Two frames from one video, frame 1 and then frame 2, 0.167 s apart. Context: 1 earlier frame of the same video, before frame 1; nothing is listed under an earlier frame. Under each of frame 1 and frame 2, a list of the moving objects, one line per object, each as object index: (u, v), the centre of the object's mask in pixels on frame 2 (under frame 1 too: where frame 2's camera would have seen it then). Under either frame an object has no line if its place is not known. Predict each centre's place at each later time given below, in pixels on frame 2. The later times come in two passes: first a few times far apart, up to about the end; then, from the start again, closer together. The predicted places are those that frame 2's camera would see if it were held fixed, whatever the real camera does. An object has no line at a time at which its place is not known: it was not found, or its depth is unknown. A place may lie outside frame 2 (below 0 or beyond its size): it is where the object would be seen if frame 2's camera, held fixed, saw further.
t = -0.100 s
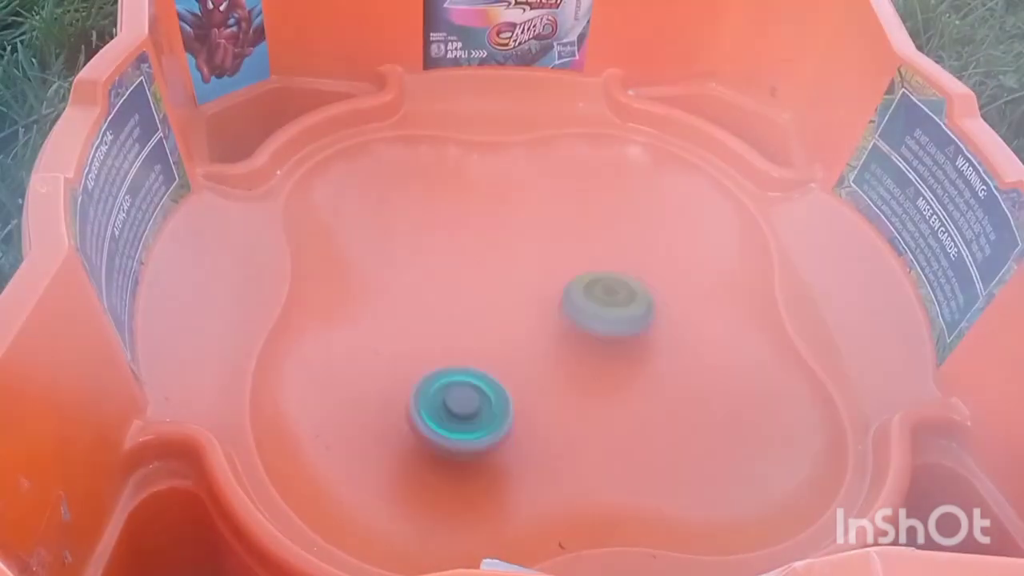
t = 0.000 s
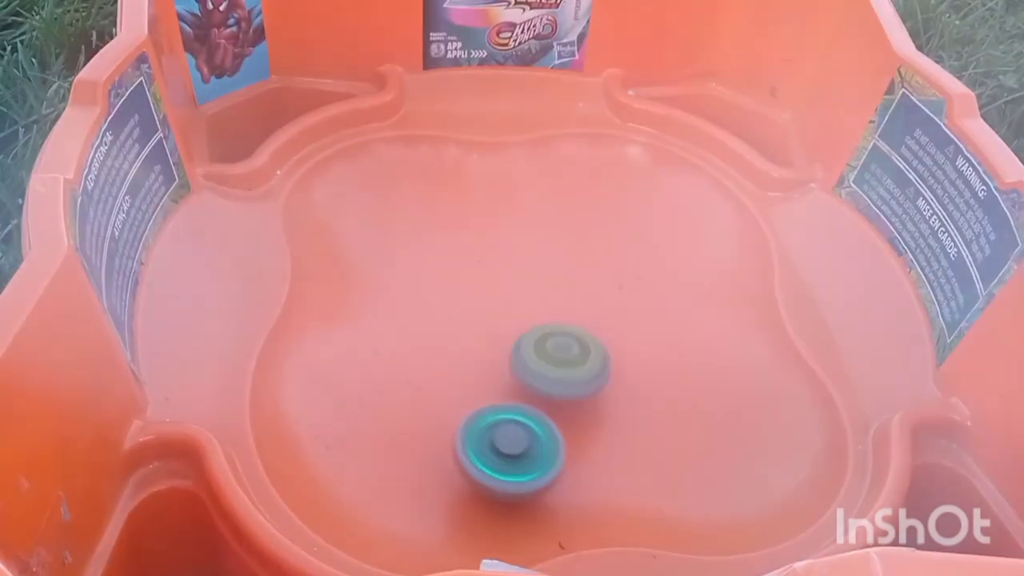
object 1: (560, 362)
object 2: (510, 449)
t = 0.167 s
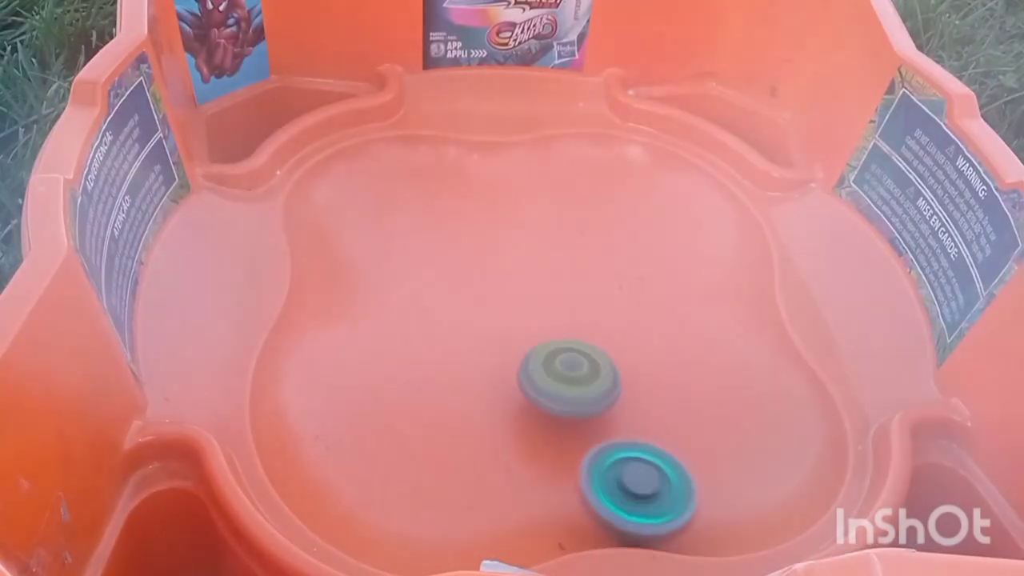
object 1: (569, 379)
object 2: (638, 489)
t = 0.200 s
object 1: (576, 380)
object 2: (661, 480)
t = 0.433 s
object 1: (618, 430)
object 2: (649, 277)
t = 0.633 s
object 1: (537, 440)
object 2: (381, 185)
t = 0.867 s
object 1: (502, 476)
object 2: (423, 314)
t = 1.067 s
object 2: (441, 347)
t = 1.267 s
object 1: (417, 447)
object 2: (387, 237)
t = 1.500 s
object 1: (495, 292)
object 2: (380, 260)
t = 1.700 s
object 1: (637, 273)
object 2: (459, 289)
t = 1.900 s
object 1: (696, 405)
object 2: (484, 257)
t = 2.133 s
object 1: (508, 454)
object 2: (390, 218)
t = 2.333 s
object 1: (404, 437)
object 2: (410, 287)
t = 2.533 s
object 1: (393, 498)
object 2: (514, 233)
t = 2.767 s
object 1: (412, 327)
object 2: (438, 216)
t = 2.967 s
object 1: (532, 327)
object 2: (407, 332)
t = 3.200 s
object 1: (616, 449)
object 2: (727, 495)
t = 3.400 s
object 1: (464, 499)
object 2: (663, 334)
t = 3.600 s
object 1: (362, 382)
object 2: (390, 227)
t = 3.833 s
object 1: (547, 320)
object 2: (427, 310)
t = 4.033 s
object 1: (800, 219)
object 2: (337, 475)
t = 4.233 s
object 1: (777, 452)
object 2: (511, 472)
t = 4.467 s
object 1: (321, 422)
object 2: (556, 241)
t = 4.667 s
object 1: (435, 261)
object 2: (400, 184)
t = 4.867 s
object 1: (650, 226)
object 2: (399, 351)
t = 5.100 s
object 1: (663, 402)
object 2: (718, 473)
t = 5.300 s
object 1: (518, 424)
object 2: (709, 382)
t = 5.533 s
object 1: (314, 353)
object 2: (535, 310)
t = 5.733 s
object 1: (418, 460)
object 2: (516, 299)
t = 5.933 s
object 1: (481, 474)
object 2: (508, 376)
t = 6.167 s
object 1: (382, 456)
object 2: (659, 436)
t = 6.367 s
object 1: (413, 405)
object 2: (678, 374)
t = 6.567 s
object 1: (439, 435)
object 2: (530, 332)
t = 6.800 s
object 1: (412, 468)
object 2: (493, 388)
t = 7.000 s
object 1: (419, 454)
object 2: (564, 434)
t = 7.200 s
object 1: (464, 458)
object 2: (665, 425)
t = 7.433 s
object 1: (475, 480)
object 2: (582, 362)
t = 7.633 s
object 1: (463, 486)
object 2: (460, 373)
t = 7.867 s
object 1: (417, 511)
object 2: (351, 362)
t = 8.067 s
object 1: (464, 499)
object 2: (400, 358)
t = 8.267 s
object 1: (477, 504)
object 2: (454, 274)
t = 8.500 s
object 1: (478, 427)
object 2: (375, 176)
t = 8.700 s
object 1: (530, 369)
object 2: (442, 322)
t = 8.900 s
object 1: (845, 470)
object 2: (384, 320)
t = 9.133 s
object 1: (552, 496)
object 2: (473, 302)
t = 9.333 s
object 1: (391, 410)
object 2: (396, 154)
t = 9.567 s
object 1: (568, 253)
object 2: (347, 239)
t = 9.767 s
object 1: (818, 217)
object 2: (471, 296)
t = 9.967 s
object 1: (856, 275)
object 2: (535, 338)
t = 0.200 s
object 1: (576, 380)
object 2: (661, 480)
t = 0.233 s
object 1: (585, 384)
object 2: (688, 459)
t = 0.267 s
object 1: (595, 390)
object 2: (710, 427)
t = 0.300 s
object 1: (604, 397)
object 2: (722, 393)
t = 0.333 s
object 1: (612, 405)
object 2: (720, 357)
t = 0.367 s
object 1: (617, 414)
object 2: (705, 328)
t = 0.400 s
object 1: (619, 423)
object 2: (681, 304)
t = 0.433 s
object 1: (618, 430)
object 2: (649, 277)
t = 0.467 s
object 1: (611, 435)
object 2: (613, 250)
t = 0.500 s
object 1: (602, 438)
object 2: (572, 225)
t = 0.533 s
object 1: (588, 439)
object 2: (530, 203)
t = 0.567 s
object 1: (572, 439)
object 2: (485, 189)
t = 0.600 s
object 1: (554, 440)
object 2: (436, 184)
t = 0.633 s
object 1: (537, 440)
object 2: (381, 185)
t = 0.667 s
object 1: (520, 442)
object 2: (336, 189)
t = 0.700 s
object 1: (503, 443)
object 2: (316, 205)
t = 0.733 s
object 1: (485, 444)
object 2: (334, 224)
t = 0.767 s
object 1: (470, 442)
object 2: (361, 265)
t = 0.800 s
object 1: (458, 437)
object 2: (389, 330)
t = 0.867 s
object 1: (502, 476)
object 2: (423, 314)
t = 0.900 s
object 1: (529, 501)
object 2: (430, 305)
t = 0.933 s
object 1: (531, 484)
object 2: (435, 314)
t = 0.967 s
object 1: (530, 487)
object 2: (440, 347)
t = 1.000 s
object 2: (446, 381)
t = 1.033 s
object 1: (514, 476)
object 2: (456, 371)
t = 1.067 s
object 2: (441, 347)
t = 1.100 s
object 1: (527, 498)
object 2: (429, 316)
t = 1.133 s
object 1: (516, 496)
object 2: (420, 293)
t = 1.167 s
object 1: (497, 499)
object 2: (412, 274)
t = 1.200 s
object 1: (466, 488)
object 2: (403, 259)
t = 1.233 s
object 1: (437, 471)
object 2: (395, 247)
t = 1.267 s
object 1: (417, 447)
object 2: (387, 237)
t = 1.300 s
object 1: (405, 421)
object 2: (380, 233)
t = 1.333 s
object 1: (402, 393)
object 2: (373, 232)
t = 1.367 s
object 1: (408, 364)
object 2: (370, 237)
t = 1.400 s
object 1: (420, 337)
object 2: (371, 248)
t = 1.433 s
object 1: (442, 316)
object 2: (376, 253)
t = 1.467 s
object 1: (470, 305)
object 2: (374, 255)
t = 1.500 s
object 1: (495, 292)
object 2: (380, 260)
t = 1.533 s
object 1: (519, 282)
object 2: (391, 267)
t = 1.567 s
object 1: (544, 275)
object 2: (404, 274)
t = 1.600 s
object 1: (570, 269)
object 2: (418, 282)
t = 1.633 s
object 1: (595, 268)
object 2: (432, 288)
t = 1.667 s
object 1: (617, 268)
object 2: (447, 288)
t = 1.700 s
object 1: (637, 273)
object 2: (459, 289)
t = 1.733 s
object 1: (652, 282)
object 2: (469, 285)
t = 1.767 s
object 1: (664, 295)
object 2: (478, 282)
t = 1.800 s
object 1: (672, 314)
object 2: (484, 277)
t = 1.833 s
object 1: (680, 340)
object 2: (487, 271)
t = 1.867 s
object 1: (689, 373)
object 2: (487, 263)
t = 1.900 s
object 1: (696, 405)
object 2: (484, 257)
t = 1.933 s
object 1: (697, 432)
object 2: (479, 249)
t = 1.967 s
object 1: (688, 451)
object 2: (470, 242)
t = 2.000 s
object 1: (668, 465)
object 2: (459, 234)
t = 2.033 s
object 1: (638, 470)
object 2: (446, 226)
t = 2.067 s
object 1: (598, 467)
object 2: (429, 221)
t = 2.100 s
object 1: (553, 460)
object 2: (410, 217)
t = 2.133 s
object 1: (508, 454)
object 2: (390, 218)
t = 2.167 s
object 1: (469, 447)
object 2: (372, 225)
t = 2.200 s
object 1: (439, 436)
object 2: (361, 236)
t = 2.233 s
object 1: (415, 420)
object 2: (361, 254)
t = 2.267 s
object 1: (399, 400)
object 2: (373, 280)
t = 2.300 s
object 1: (395, 400)
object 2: (393, 298)
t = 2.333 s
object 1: (404, 437)
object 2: (410, 287)
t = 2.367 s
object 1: (412, 467)
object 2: (434, 279)
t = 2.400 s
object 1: (418, 489)
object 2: (459, 271)
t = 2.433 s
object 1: (420, 503)
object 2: (480, 263)
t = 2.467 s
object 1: (415, 509)
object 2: (497, 252)
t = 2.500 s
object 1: (406, 507)
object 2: (508, 243)
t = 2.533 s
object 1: (393, 498)
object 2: (514, 233)
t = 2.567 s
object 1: (377, 481)
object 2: (517, 224)
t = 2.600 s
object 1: (361, 459)
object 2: (514, 216)
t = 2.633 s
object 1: (351, 431)
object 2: (507, 211)
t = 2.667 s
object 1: (349, 399)
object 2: (496, 208)
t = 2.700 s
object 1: (362, 369)
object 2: (480, 208)
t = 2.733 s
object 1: (386, 345)
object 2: (461, 211)
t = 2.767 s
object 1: (412, 327)
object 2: (438, 216)
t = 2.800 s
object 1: (435, 315)
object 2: (415, 223)
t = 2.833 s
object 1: (454, 309)
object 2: (396, 234)
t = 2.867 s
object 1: (471, 307)
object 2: (384, 250)
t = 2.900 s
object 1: (489, 310)
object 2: (381, 272)
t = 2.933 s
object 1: (510, 317)
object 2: (389, 298)
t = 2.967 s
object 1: (532, 327)
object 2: (407, 332)
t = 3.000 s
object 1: (554, 342)
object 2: (435, 375)
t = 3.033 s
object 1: (575, 359)
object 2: (474, 416)
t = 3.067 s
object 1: (593, 378)
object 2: (519, 451)
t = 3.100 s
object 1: (608, 397)
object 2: (568, 476)
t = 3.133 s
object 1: (616, 410)
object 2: (620, 486)
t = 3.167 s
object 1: (613, 427)
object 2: (671, 493)
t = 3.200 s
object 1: (616, 449)
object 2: (727, 495)
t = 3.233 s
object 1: (609, 460)
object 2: (769, 475)
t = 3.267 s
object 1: (594, 468)
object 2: (786, 442)
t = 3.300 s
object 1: (572, 475)
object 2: (779, 408)
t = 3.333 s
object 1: (541, 482)
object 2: (751, 376)
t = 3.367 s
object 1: (503, 492)
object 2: (711, 358)
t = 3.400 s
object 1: (464, 499)
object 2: (663, 334)
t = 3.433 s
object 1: (424, 500)
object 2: (617, 310)
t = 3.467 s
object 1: (389, 490)
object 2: (573, 284)
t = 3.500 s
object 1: (365, 470)
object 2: (531, 260)
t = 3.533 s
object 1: (349, 443)
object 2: (487, 244)
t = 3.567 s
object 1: (349, 412)
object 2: (440, 233)
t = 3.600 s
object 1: (362, 382)
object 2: (390, 227)
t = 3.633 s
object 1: (388, 356)
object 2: (343, 225)
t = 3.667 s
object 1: (419, 338)
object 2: (321, 217)
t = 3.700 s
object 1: (447, 325)
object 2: (321, 213)
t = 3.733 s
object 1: (473, 318)
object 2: (328, 226)
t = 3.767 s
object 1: (498, 315)
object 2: (341, 258)
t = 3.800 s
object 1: (521, 315)
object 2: (382, 287)
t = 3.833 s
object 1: (547, 320)
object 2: (427, 310)
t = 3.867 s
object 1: (575, 328)
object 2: (471, 336)
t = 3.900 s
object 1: (621, 336)
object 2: (489, 361)
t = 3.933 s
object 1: (720, 318)
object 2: (438, 396)
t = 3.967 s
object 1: (751, 268)
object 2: (389, 430)
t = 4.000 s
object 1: (778, 236)
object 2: (349, 461)
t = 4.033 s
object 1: (800, 219)
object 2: (337, 475)
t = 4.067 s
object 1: (814, 223)
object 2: (348, 488)
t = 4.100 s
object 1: (821, 250)
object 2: (369, 506)
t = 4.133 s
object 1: (817, 303)
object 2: (401, 513)
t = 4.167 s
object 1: (810, 345)
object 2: (434, 521)
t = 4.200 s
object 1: (798, 385)
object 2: (474, 505)
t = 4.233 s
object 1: (777, 452)
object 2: (511, 472)
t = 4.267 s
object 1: (727, 490)
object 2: (539, 435)
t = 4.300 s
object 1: (665, 498)
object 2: (560, 399)
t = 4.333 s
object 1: (595, 489)
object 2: (572, 365)
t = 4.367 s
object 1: (517, 500)
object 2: (577, 331)
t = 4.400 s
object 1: (432, 492)
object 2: (575, 298)
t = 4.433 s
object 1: (364, 467)
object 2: (567, 268)
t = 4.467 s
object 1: (321, 422)
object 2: (556, 241)
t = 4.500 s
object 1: (310, 372)
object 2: (539, 215)
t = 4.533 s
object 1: (319, 334)
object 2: (519, 194)
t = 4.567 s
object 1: (343, 308)
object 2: (493, 177)
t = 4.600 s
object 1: (366, 301)
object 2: (465, 170)
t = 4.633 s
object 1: (403, 281)
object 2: (433, 176)
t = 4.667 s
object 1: (435, 261)
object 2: (400, 184)
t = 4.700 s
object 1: (466, 245)
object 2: (366, 194)
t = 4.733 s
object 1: (502, 236)
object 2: (339, 213)
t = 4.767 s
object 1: (537, 231)
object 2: (334, 232)
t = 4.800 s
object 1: (576, 228)
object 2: (345, 265)
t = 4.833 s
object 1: (612, 225)
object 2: (368, 308)
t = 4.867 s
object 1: (650, 226)
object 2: (399, 351)
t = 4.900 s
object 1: (689, 231)
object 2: (434, 390)
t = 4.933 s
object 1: (720, 242)
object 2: (476, 422)
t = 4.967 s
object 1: (727, 260)
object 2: (522, 446)
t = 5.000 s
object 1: (721, 291)
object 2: (569, 463)
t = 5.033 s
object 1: (706, 333)
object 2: (617, 473)
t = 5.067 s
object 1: (687, 375)
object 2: (666, 475)
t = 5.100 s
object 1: (663, 402)
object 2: (718, 473)
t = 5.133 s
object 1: (650, 426)
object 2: (773, 469)
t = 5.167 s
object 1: (630, 435)
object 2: (796, 440)
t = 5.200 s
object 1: (606, 438)
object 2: (807, 424)
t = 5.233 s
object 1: (578, 435)
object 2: (788, 408)
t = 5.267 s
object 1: (549, 430)
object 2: (755, 395)
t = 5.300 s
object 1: (518, 424)
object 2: (709, 382)
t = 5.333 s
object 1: (488, 416)
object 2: (664, 367)
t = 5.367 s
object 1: (462, 406)
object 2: (619, 355)
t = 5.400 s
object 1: (440, 395)
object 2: (577, 346)
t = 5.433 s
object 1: (422, 380)
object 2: (539, 339)
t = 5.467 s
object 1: (407, 365)
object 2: (506, 337)
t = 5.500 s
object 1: (342, 364)
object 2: (520, 322)
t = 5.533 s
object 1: (314, 353)
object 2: (535, 310)
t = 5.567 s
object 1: (297, 357)
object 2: (543, 302)
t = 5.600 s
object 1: (281, 383)
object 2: (544, 297)
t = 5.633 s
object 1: (301, 406)
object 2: (542, 295)
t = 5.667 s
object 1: (339, 433)
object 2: (534, 293)
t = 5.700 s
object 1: (380, 453)
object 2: (525, 296)
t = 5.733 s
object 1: (418, 460)
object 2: (516, 299)
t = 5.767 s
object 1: (449, 462)
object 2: (505, 306)
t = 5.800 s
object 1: (473, 464)
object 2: (497, 315)
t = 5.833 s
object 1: (487, 464)
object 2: (497, 327)
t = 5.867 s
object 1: (493, 466)
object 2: (497, 344)
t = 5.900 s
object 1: (491, 469)
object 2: (499, 360)
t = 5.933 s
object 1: (481, 474)
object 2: (508, 376)
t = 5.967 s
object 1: (467, 479)
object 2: (520, 391)
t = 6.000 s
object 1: (451, 483)
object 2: (536, 401)
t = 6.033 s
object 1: (434, 484)
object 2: (556, 411)
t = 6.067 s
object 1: (417, 482)
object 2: (579, 419)
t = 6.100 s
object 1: (402, 476)
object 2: (603, 427)
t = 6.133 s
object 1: (390, 467)
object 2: (632, 432)
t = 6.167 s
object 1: (382, 456)
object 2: (659, 436)
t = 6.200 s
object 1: (378, 445)
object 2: (684, 433)
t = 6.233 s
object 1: (379, 434)
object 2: (703, 427)
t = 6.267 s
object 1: (384, 424)
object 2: (711, 416)
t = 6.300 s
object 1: (392, 415)
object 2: (710, 403)
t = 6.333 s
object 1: (402, 409)
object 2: (699, 389)
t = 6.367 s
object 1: (413, 405)
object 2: (678, 374)
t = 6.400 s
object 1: (424, 402)
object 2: (650, 361)
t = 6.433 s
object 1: (435, 400)
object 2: (617, 351)
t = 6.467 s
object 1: (445, 400)
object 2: (584, 348)
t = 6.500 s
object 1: (456, 401)
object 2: (553, 349)
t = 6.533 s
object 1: (451, 415)
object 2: (536, 344)
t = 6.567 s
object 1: (439, 435)
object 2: (530, 332)
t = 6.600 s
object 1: (435, 450)
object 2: (523, 327)
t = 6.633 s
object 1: (432, 459)
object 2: (517, 328)
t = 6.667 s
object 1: (428, 464)
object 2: (508, 332)
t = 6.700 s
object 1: (424, 467)
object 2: (499, 344)
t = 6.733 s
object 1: (420, 469)
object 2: (493, 358)
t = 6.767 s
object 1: (416, 469)
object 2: (490, 375)
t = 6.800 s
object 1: (412, 468)
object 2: (493, 388)
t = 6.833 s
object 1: (410, 467)
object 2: (499, 403)
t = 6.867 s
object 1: (408, 464)
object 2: (508, 413)
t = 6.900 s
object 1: (409, 461)
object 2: (520, 421)
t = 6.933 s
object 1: (410, 459)
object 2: (533, 428)
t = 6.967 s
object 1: (414, 456)
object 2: (548, 432)
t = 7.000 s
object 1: (419, 454)
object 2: (564, 434)
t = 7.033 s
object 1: (426, 453)
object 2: (583, 436)
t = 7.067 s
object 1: (433, 452)
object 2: (602, 439)
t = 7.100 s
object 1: (441, 453)
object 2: (622, 439)
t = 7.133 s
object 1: (449, 454)
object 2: (643, 438)
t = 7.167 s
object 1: (457, 456)
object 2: (657, 434)
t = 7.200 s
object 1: (464, 458)
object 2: (665, 425)
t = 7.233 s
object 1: (470, 462)
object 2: (668, 418)
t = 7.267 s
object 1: (475, 465)
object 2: (664, 407)
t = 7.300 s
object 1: (478, 468)
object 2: (655, 396)
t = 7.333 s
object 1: (480, 472)
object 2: (642, 386)
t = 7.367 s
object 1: (480, 475)
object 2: (626, 376)
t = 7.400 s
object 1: (478, 478)
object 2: (605, 370)
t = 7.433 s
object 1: (475, 480)
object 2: (582, 362)
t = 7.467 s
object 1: (471, 481)
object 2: (561, 360)
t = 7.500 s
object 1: (467, 481)
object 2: (540, 362)
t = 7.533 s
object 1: (463, 479)
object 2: (519, 363)
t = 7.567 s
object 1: (461, 476)
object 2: (498, 368)
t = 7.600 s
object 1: (460, 472)
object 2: (479, 377)
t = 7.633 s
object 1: (463, 486)
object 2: (460, 373)
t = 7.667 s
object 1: (464, 505)
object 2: (441, 361)
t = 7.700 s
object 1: (457, 514)
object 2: (424, 352)
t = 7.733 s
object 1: (441, 514)
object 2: (407, 351)
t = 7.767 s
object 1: (421, 507)
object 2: (393, 356)
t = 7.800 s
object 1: (404, 496)
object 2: (381, 365)
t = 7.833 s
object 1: (396, 482)
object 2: (370, 384)
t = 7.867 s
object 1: (417, 511)
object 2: (351, 362)
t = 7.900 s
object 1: (438, 525)
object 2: (338, 340)
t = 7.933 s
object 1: (456, 527)
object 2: (335, 329)
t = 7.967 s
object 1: (469, 526)
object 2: (342, 328)
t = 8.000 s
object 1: (477, 523)
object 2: (357, 335)
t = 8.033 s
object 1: (475, 515)
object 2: (378, 347)
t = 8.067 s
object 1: (464, 499)
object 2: (400, 358)
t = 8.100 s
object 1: (456, 480)
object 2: (420, 370)
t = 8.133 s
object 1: (458, 473)
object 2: (437, 375)
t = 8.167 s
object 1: (476, 495)
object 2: (443, 345)
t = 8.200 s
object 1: (486, 506)
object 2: (446, 319)
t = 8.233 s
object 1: (487, 507)
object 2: (449, 297)
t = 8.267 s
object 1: (477, 504)
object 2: (454, 274)
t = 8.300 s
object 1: (465, 497)
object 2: (454, 251)
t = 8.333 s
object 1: (458, 487)
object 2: (450, 230)
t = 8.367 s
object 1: (456, 475)
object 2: (442, 211)
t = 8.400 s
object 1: (458, 463)
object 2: (431, 194)
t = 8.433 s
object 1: (463, 451)
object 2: (416, 183)
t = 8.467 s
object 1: (470, 439)
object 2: (396, 175)
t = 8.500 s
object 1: (478, 427)
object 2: (375, 176)
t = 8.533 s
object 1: (487, 416)
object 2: (355, 187)
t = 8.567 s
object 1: (495, 405)
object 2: (344, 210)
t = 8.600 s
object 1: (504, 395)
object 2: (351, 236)
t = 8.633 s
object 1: (512, 386)
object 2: (373, 267)
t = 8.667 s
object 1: (520, 377)
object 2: (405, 299)
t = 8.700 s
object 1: (530, 369)
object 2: (442, 322)
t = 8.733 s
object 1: (617, 386)
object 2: (414, 312)
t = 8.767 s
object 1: (702, 397)
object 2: (388, 301)
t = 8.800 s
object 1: (775, 402)
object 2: (372, 295)
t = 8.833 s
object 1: (810, 414)
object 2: (368, 293)
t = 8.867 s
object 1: (840, 447)
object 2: (371, 304)
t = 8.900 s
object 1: (845, 470)
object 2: (384, 320)
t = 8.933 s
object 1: (820, 499)
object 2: (400, 337)
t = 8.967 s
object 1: (771, 509)
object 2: (418, 354)
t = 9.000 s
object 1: (704, 510)
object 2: (439, 369)
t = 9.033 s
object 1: (638, 486)
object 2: (462, 380)
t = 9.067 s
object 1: (570, 474)
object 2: (484, 382)
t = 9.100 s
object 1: (554, 488)
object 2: (486, 356)
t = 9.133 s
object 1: (552, 496)
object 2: (473, 302)
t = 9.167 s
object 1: (533, 491)
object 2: (464, 257)
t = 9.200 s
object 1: (510, 503)
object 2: (457, 223)
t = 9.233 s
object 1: (479, 505)
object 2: (448, 191)
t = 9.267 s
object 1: (443, 484)
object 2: (435, 165)
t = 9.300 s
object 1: (413, 448)
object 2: (416, 152)
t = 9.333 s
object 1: (391, 410)
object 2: (396, 154)
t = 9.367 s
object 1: (380, 371)
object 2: (377, 169)
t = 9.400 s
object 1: (384, 330)
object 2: (365, 188)
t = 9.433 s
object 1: (386, 308)
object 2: (358, 208)
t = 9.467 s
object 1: (401, 285)
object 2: (357, 230)
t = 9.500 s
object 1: (453, 275)
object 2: (343, 230)
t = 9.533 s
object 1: (513, 265)
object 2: (335, 230)
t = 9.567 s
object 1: (568, 253)
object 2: (347, 239)
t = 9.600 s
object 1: (625, 241)
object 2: (369, 253)
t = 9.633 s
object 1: (683, 225)
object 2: (396, 265)
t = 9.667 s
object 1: (726, 205)
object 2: (420, 274)
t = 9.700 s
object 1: (761, 198)
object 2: (440, 282)
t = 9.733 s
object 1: (790, 210)
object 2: (457, 289)
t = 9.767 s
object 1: (818, 217)
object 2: (471, 296)
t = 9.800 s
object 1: (833, 224)
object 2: (483, 302)
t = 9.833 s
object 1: (842, 234)
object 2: (494, 307)
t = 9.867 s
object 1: (850, 243)
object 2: (505, 314)
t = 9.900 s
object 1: (854, 253)
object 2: (516, 322)
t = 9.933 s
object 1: (857, 264)
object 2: (525, 330)
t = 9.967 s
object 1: (856, 275)
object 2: (535, 338)
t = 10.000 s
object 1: (853, 287)
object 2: (544, 346)
